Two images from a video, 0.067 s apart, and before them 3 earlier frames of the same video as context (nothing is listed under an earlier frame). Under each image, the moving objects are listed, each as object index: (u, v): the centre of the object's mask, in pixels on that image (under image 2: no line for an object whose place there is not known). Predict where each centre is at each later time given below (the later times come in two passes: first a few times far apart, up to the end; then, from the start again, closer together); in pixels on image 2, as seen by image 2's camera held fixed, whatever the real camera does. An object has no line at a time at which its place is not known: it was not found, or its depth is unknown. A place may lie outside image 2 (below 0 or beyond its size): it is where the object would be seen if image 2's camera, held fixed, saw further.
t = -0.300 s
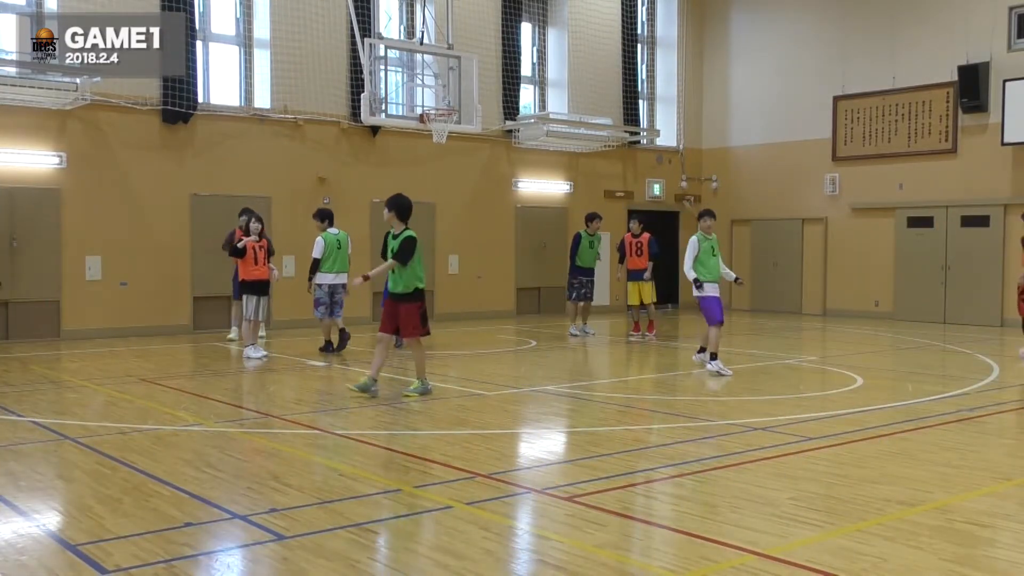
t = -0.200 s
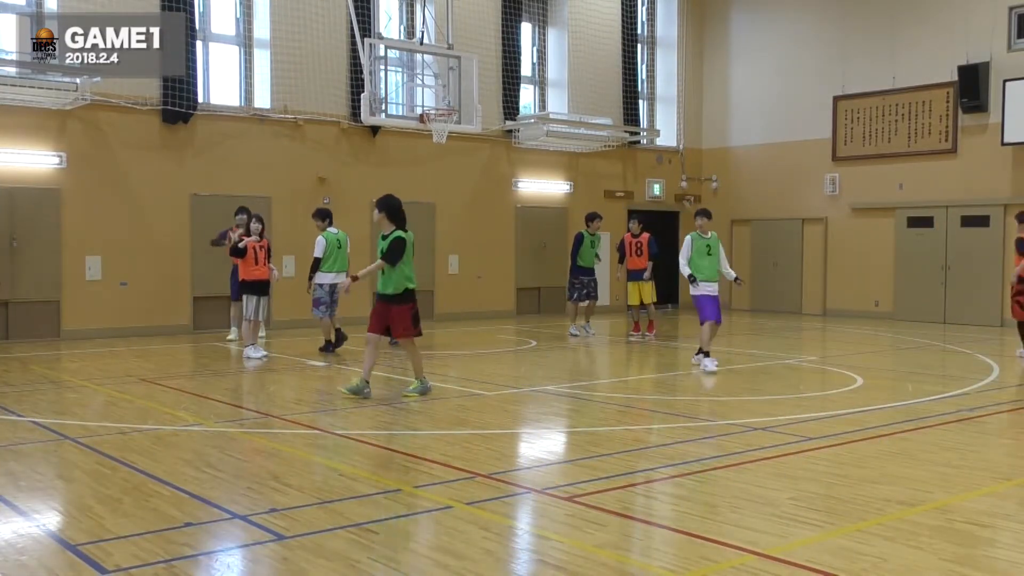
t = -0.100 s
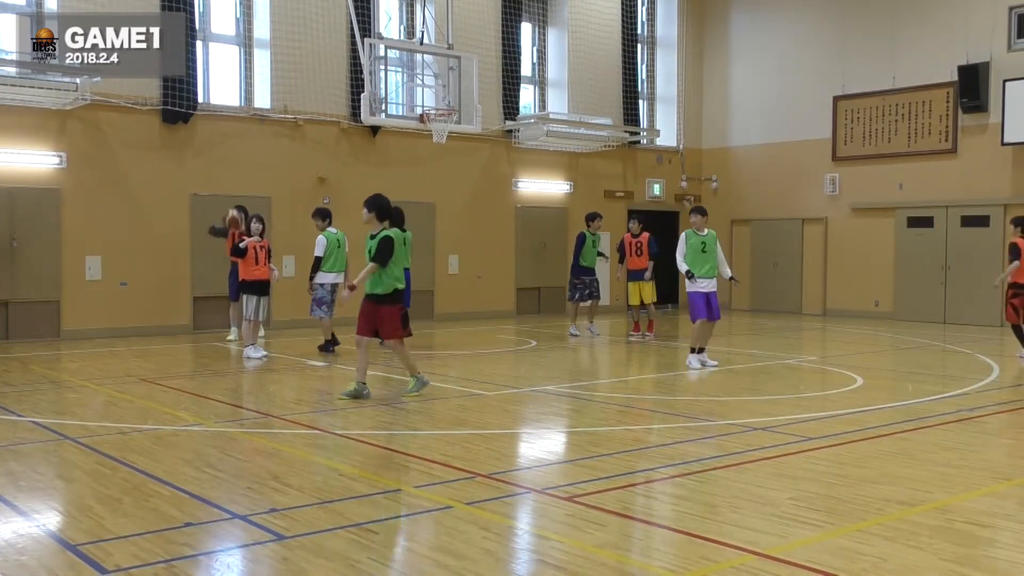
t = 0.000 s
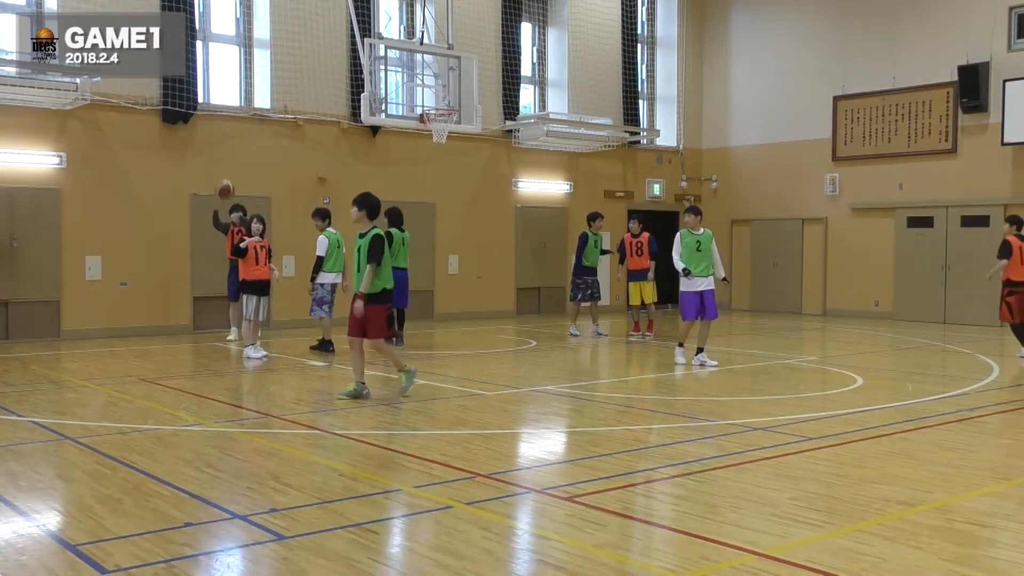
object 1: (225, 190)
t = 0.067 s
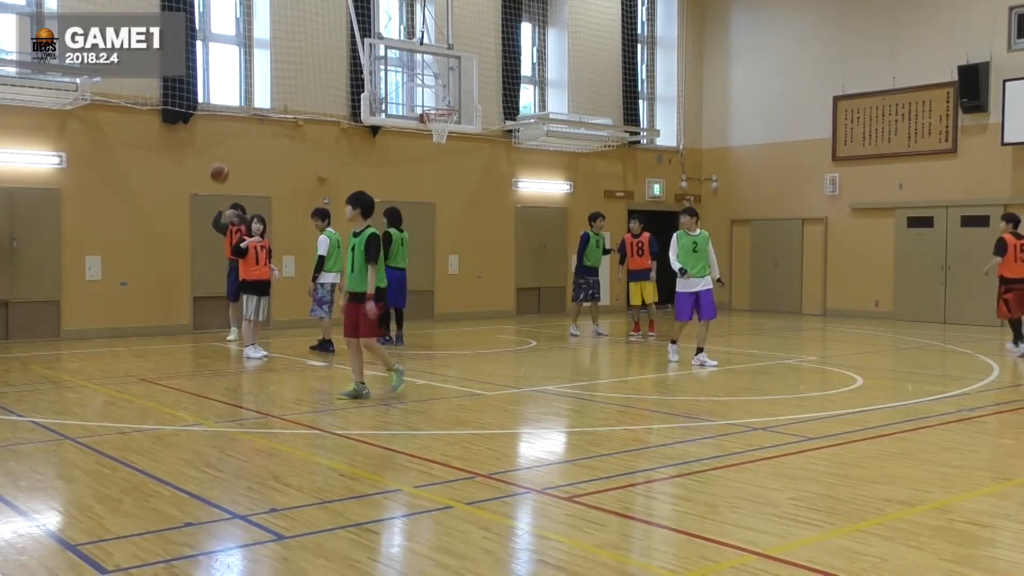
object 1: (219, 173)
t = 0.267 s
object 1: (197, 140)
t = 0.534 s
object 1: (163, 147)
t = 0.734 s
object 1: (130, 208)
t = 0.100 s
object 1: (216, 166)
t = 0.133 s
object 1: (212, 159)
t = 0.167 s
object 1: (209, 153)
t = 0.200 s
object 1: (205, 147)
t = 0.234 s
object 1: (201, 145)
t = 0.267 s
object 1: (197, 140)
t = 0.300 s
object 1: (194, 137)
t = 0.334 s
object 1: (189, 135)
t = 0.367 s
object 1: (185, 134)
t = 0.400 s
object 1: (181, 134)
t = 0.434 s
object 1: (177, 135)
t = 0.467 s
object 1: (172, 137)
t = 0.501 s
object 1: (167, 140)
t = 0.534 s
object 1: (163, 147)
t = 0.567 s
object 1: (157, 153)
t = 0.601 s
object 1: (152, 160)
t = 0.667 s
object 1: (142, 181)
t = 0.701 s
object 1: (136, 194)
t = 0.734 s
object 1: (130, 208)
